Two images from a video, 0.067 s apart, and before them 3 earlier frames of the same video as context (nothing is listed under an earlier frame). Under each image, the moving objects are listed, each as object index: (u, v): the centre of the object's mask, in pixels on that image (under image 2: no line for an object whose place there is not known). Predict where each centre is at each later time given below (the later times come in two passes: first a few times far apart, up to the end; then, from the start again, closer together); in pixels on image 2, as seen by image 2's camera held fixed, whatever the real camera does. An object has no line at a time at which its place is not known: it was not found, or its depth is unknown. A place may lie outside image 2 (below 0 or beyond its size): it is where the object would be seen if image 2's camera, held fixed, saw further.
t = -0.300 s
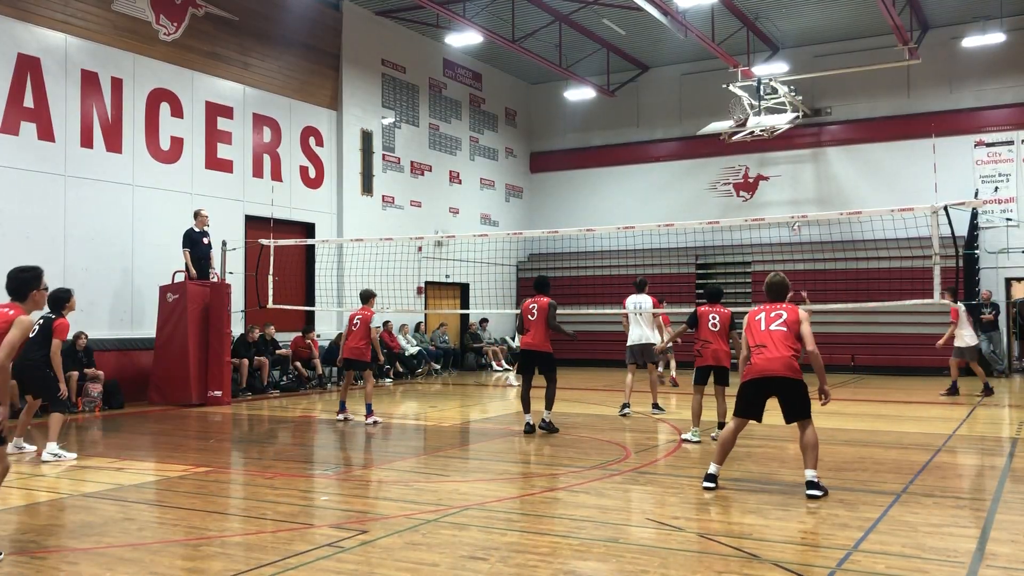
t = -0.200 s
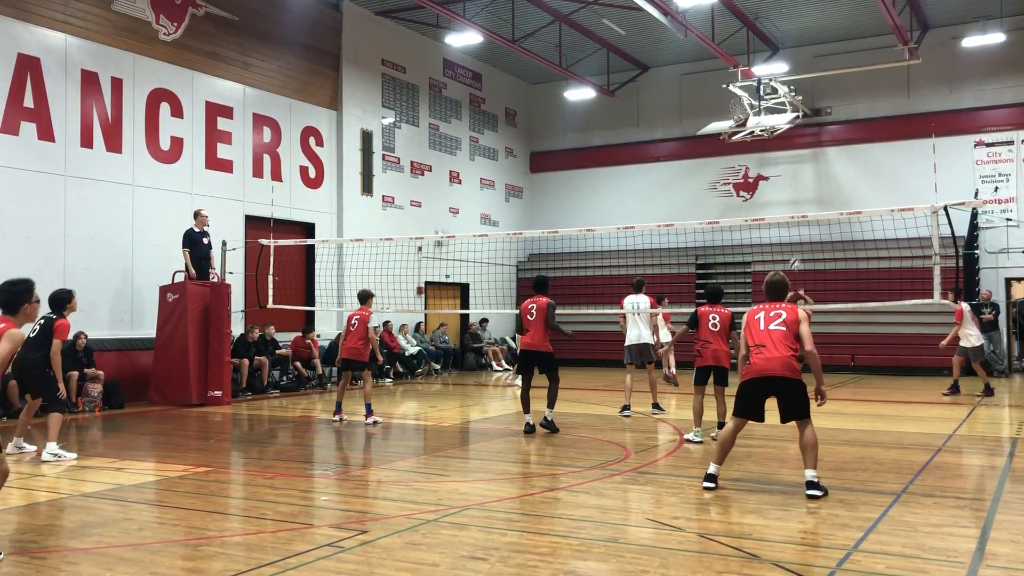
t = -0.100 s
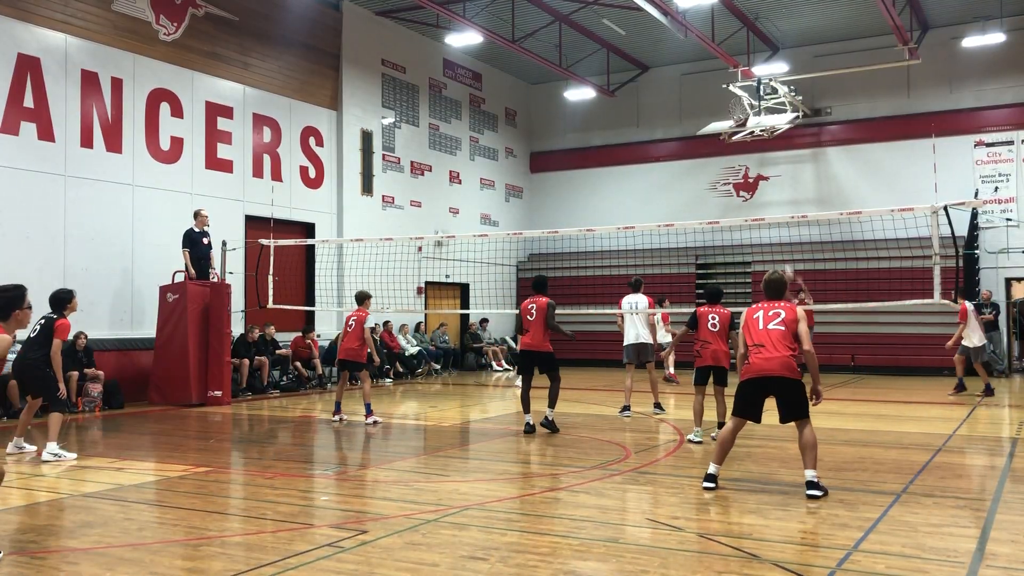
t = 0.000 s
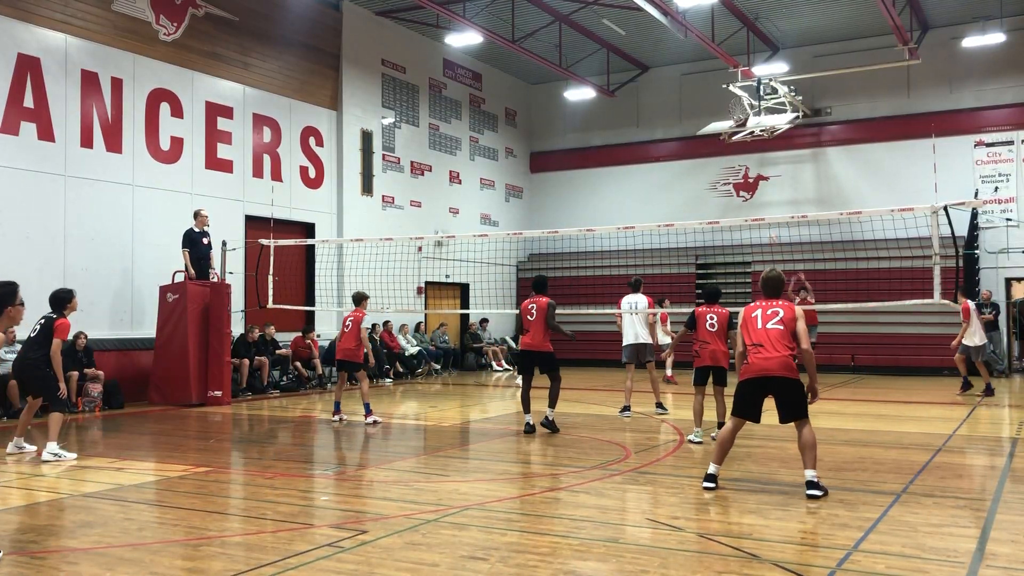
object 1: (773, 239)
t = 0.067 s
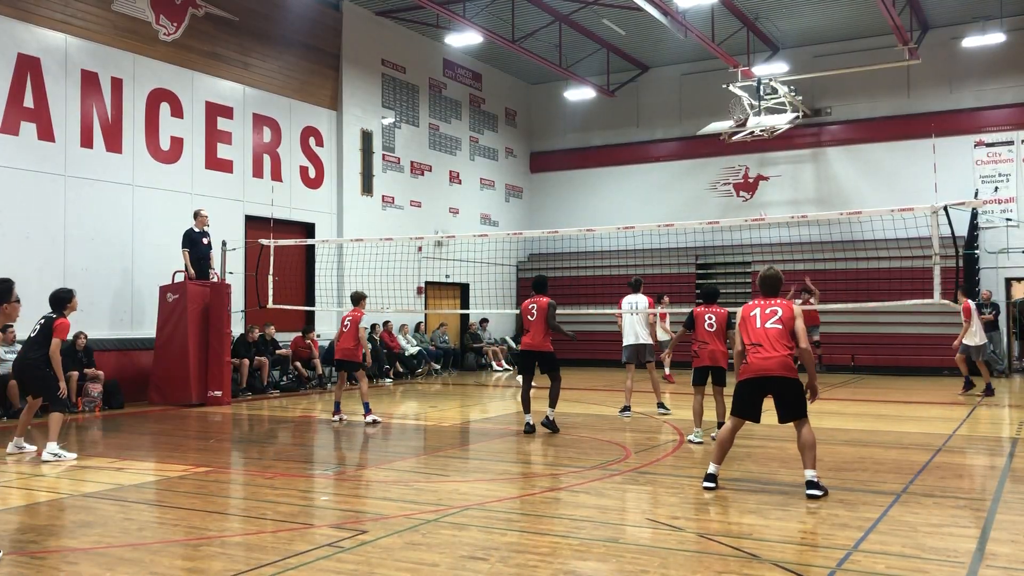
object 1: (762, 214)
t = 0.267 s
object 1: (731, 172)
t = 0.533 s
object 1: (690, 142)
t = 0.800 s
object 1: (649, 149)
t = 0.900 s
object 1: (635, 159)
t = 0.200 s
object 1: (742, 185)
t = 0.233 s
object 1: (737, 178)
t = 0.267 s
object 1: (731, 172)
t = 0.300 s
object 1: (727, 166)
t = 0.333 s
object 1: (721, 161)
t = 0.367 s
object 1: (715, 156)
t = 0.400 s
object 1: (710, 152)
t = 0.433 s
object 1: (706, 150)
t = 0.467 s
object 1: (701, 147)
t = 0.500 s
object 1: (695, 144)
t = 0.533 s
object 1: (690, 142)
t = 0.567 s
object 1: (685, 141)
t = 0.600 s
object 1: (680, 140)
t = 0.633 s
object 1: (675, 140)
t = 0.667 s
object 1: (670, 140)
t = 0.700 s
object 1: (665, 142)
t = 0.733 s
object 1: (660, 143)
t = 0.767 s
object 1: (655, 146)
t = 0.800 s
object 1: (649, 149)
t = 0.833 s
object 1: (644, 151)
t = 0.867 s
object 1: (639, 155)
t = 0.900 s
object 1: (635, 159)
